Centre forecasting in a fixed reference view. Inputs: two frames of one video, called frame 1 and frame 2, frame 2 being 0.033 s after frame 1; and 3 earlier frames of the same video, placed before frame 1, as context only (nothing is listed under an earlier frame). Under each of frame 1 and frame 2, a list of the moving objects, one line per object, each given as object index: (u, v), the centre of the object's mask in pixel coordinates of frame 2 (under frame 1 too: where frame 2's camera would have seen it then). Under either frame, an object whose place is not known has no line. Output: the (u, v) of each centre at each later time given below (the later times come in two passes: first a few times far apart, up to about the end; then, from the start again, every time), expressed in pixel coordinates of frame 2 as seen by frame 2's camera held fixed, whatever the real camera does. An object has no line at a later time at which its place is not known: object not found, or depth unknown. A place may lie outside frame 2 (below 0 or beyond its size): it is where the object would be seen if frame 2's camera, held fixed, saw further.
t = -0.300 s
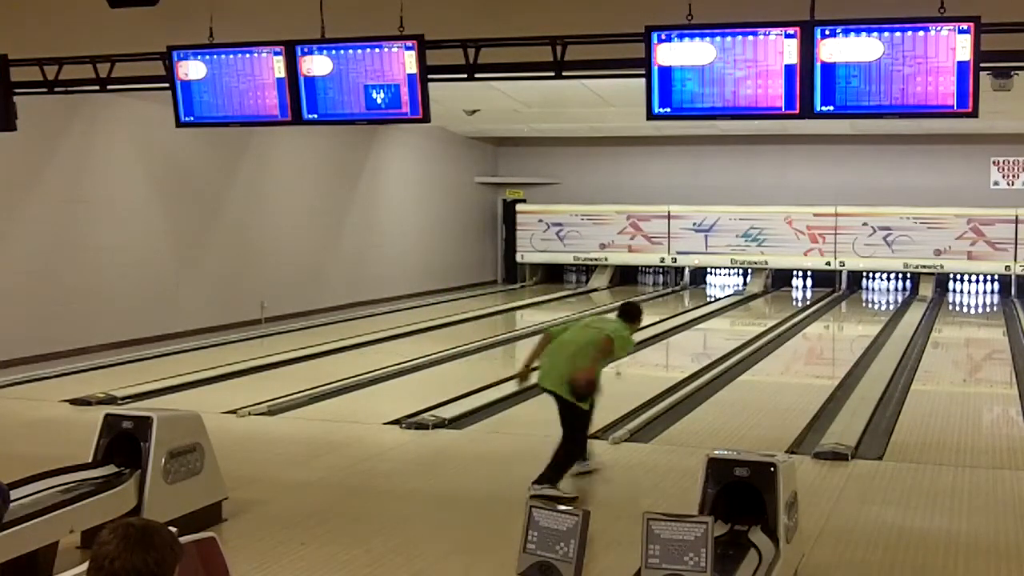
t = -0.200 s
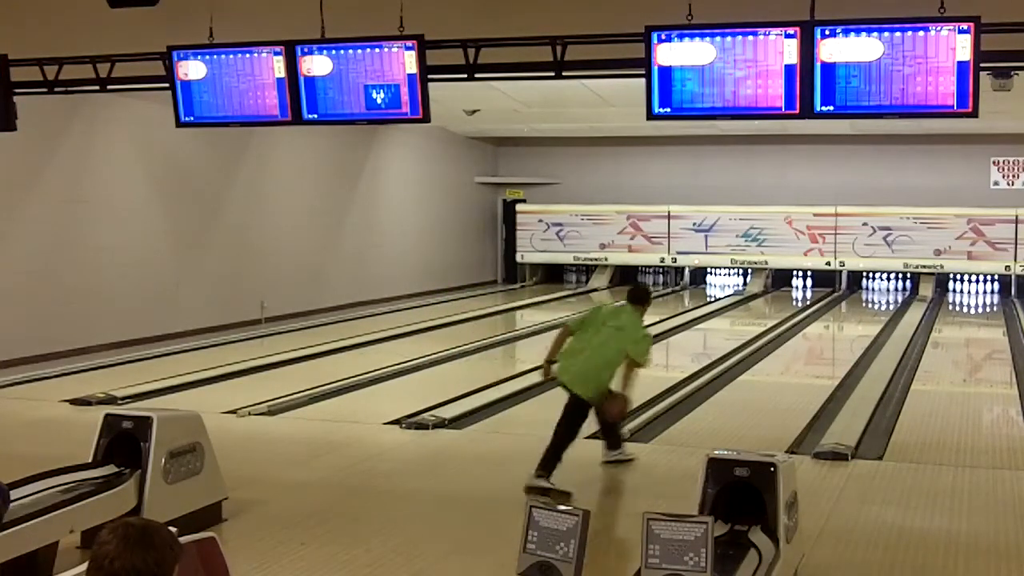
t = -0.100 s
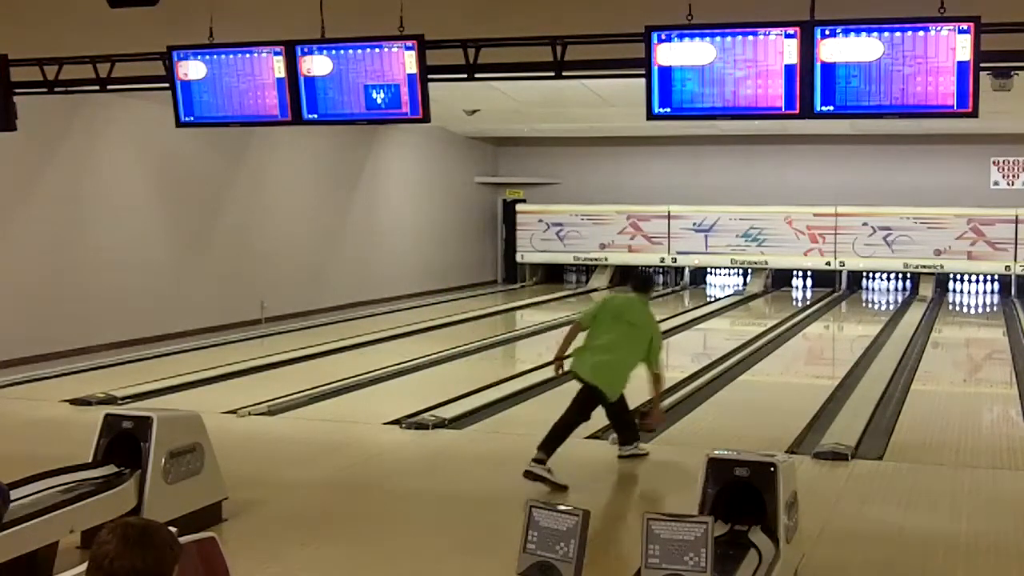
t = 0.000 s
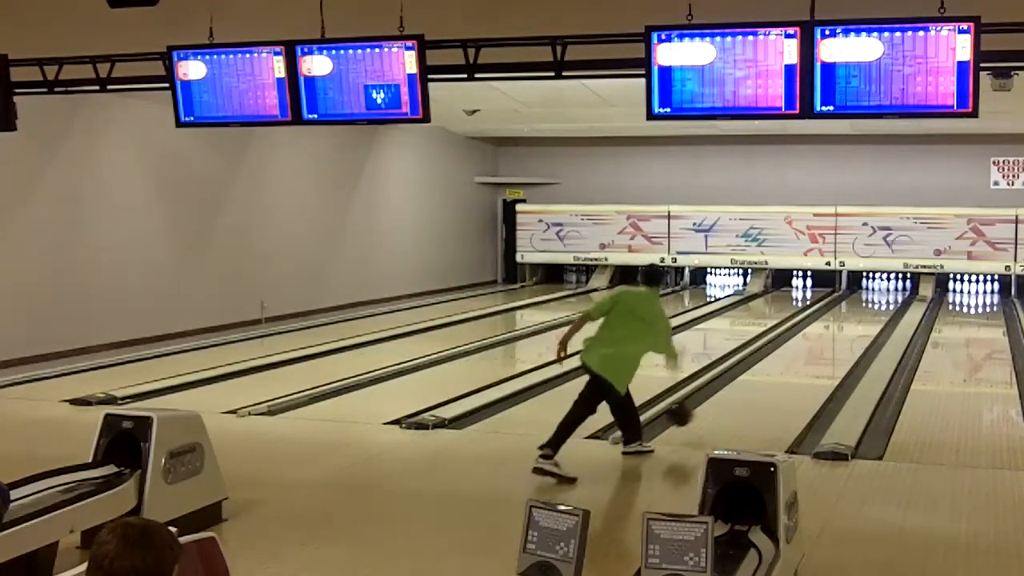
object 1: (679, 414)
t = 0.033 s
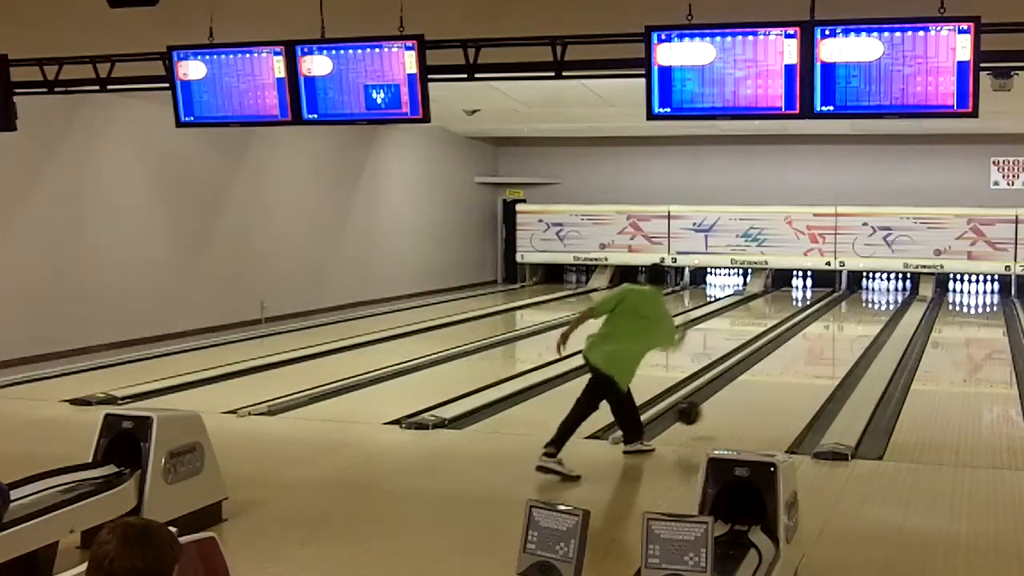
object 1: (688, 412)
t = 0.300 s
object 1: (747, 390)
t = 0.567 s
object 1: (789, 365)
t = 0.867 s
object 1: (824, 344)
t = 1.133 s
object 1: (846, 329)
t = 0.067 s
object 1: (697, 413)
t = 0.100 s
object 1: (705, 414)
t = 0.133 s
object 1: (713, 410)
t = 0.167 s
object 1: (720, 405)
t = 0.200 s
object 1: (727, 402)
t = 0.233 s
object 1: (734, 398)
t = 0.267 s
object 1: (741, 394)
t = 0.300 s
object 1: (747, 390)
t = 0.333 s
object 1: (753, 387)
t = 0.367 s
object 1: (760, 383)
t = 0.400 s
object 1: (764, 380)
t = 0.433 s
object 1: (770, 377)
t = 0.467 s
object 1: (775, 373)
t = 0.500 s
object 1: (780, 371)
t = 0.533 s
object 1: (785, 368)
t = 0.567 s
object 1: (789, 365)
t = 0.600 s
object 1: (794, 362)
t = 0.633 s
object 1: (798, 360)
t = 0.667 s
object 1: (802, 357)
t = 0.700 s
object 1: (806, 355)
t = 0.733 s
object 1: (810, 353)
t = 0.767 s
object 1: (814, 351)
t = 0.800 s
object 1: (817, 348)
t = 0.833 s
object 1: (821, 346)
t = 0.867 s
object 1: (824, 344)
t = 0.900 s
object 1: (827, 342)
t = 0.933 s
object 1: (830, 340)
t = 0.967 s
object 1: (833, 338)
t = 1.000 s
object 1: (836, 336)
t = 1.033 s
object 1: (839, 334)
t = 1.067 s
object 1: (841, 333)
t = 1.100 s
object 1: (844, 331)
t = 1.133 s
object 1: (846, 329)
